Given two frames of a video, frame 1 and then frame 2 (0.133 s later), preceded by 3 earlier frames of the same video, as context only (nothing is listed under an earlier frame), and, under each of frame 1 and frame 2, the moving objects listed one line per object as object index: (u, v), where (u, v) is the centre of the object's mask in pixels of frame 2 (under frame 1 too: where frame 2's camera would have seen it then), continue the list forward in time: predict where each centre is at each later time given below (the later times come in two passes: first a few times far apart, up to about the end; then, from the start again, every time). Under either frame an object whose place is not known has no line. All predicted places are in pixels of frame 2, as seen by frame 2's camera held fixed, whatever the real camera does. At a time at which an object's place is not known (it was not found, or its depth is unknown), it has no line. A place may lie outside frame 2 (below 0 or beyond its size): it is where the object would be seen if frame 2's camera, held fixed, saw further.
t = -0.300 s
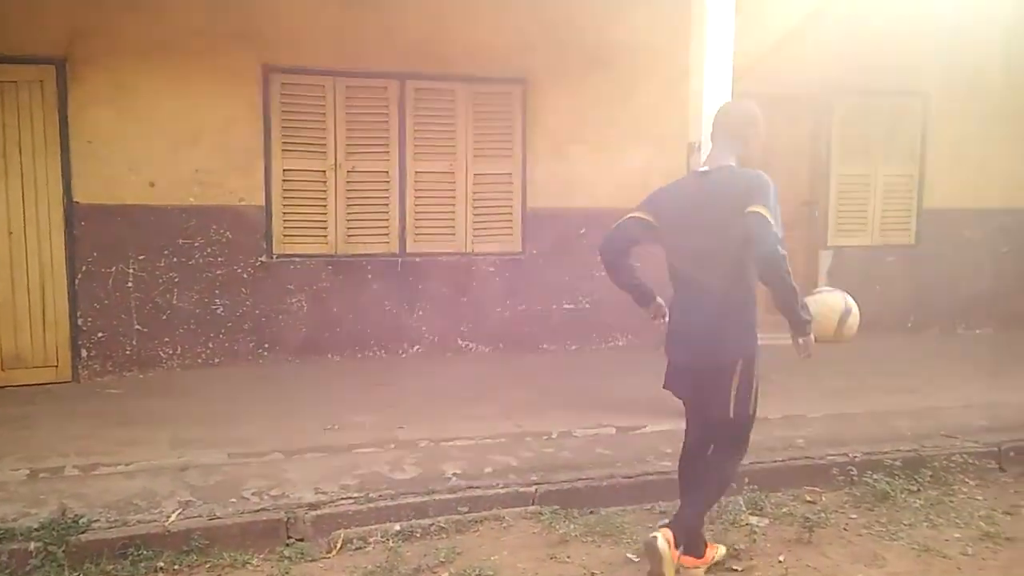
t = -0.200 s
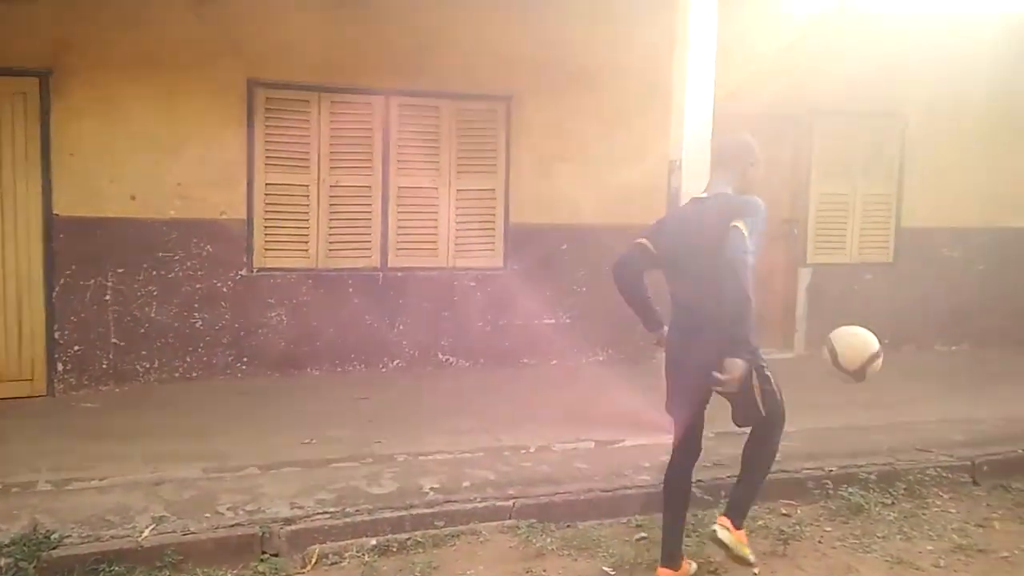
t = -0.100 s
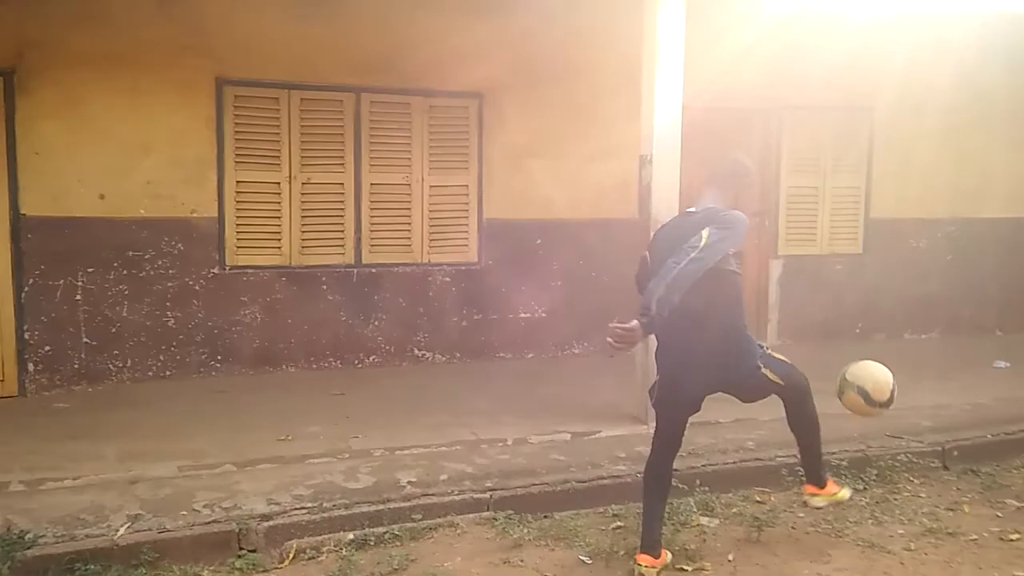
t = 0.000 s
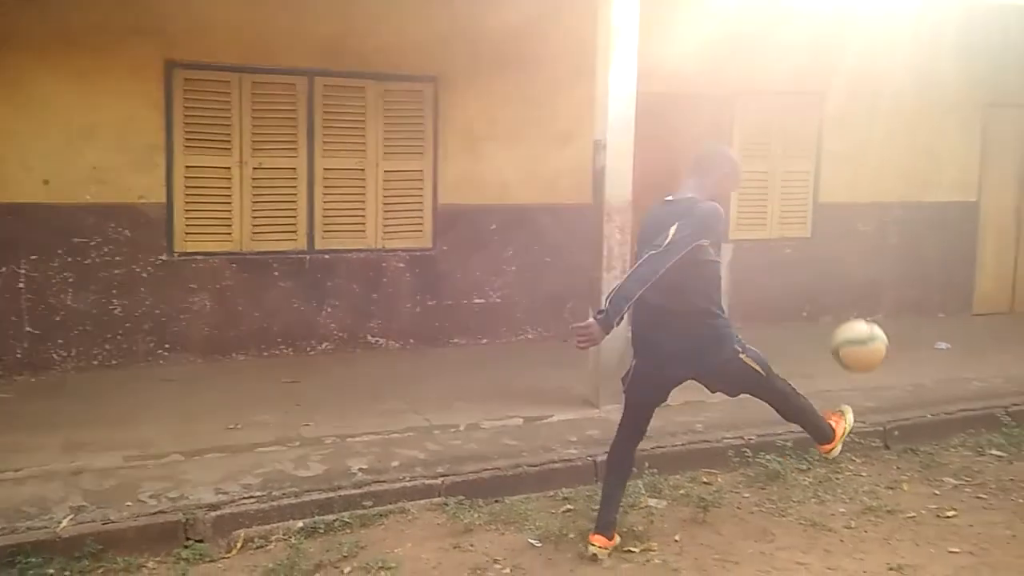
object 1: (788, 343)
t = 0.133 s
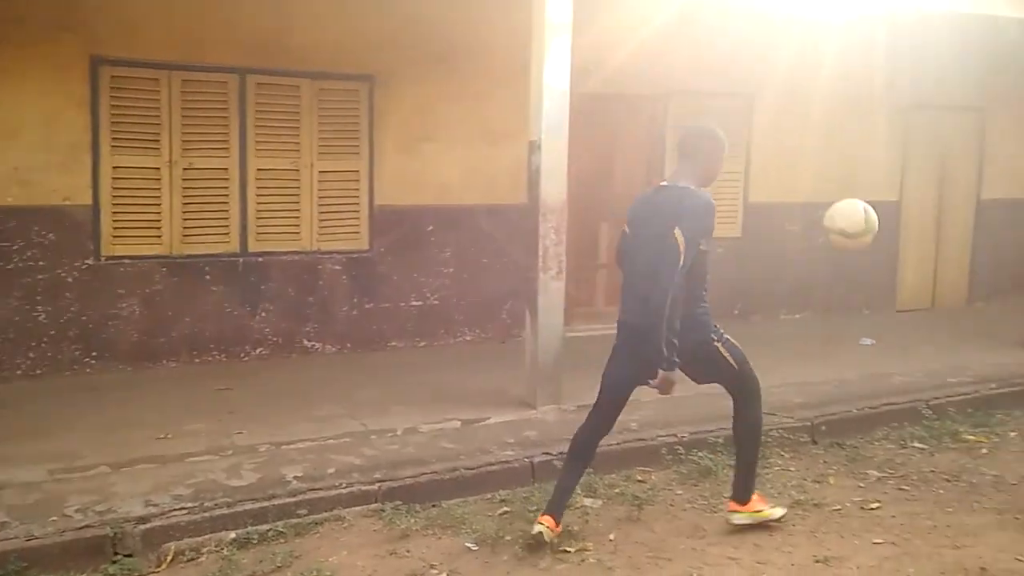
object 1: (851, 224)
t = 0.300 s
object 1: (919, 132)
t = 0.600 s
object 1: (1026, 127)
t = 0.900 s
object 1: (1103, 294)
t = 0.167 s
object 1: (866, 200)
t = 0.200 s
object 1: (880, 181)
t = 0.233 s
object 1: (893, 162)
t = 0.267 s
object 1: (906, 146)
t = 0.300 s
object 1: (919, 132)
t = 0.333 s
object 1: (932, 121)
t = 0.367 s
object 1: (945, 113)
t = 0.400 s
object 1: (958, 108)
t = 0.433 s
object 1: (971, 104)
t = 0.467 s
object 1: (983, 106)
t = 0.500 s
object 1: (994, 108)
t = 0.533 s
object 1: (1004, 111)
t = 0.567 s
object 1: (1014, 118)
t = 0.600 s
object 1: (1026, 127)
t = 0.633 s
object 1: (1035, 138)
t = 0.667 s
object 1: (1044, 152)
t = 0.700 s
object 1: (1052, 167)
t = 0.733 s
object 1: (1060, 183)
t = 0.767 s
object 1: (1070, 201)
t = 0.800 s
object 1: (1078, 223)
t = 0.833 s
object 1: (1086, 245)
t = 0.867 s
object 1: (1094, 269)
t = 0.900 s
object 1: (1103, 294)
